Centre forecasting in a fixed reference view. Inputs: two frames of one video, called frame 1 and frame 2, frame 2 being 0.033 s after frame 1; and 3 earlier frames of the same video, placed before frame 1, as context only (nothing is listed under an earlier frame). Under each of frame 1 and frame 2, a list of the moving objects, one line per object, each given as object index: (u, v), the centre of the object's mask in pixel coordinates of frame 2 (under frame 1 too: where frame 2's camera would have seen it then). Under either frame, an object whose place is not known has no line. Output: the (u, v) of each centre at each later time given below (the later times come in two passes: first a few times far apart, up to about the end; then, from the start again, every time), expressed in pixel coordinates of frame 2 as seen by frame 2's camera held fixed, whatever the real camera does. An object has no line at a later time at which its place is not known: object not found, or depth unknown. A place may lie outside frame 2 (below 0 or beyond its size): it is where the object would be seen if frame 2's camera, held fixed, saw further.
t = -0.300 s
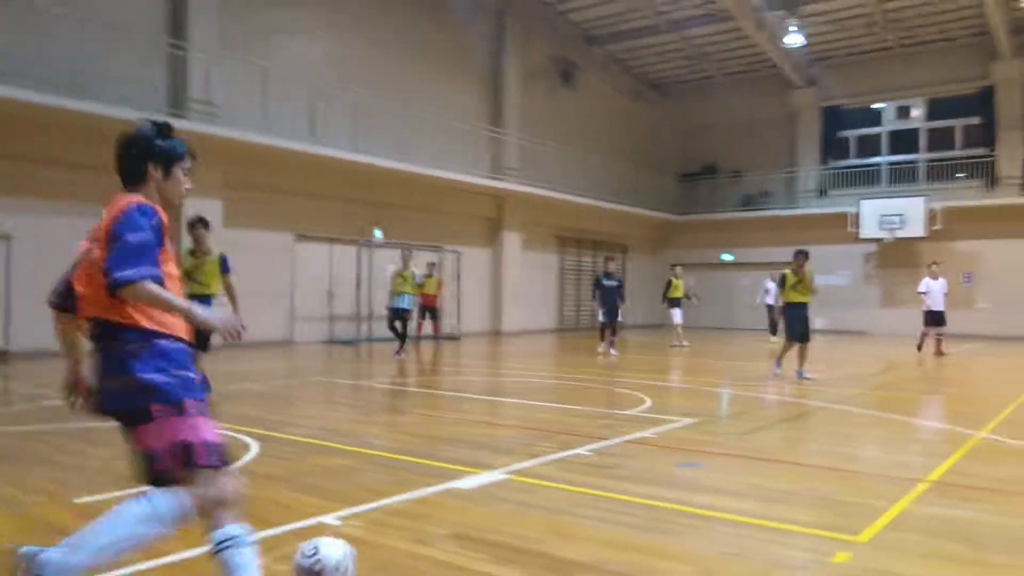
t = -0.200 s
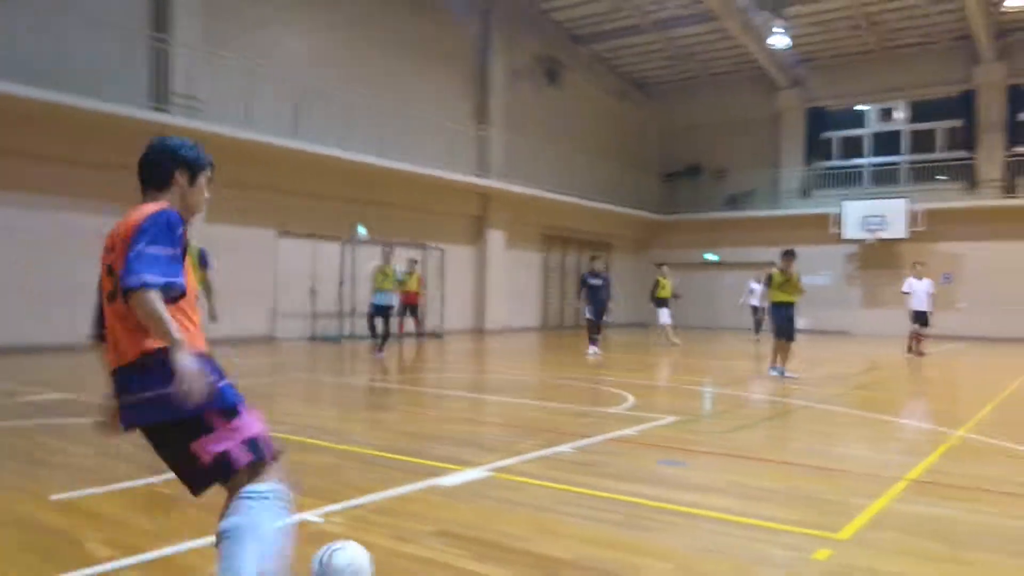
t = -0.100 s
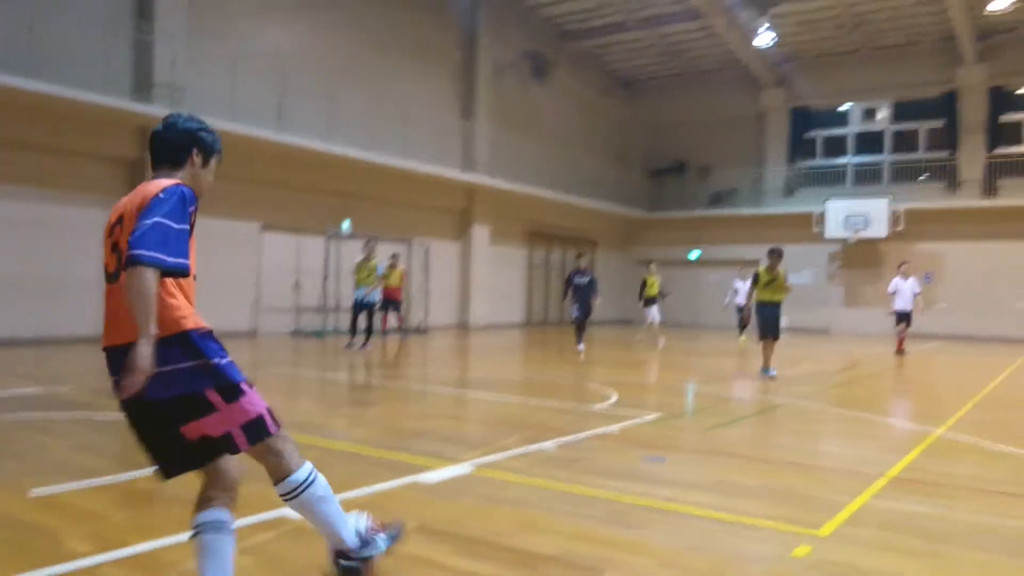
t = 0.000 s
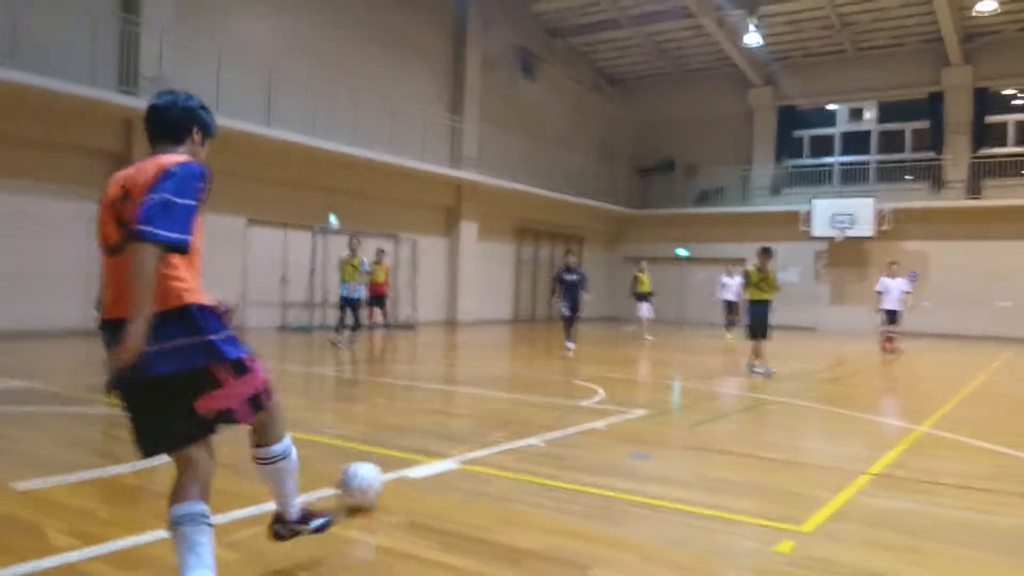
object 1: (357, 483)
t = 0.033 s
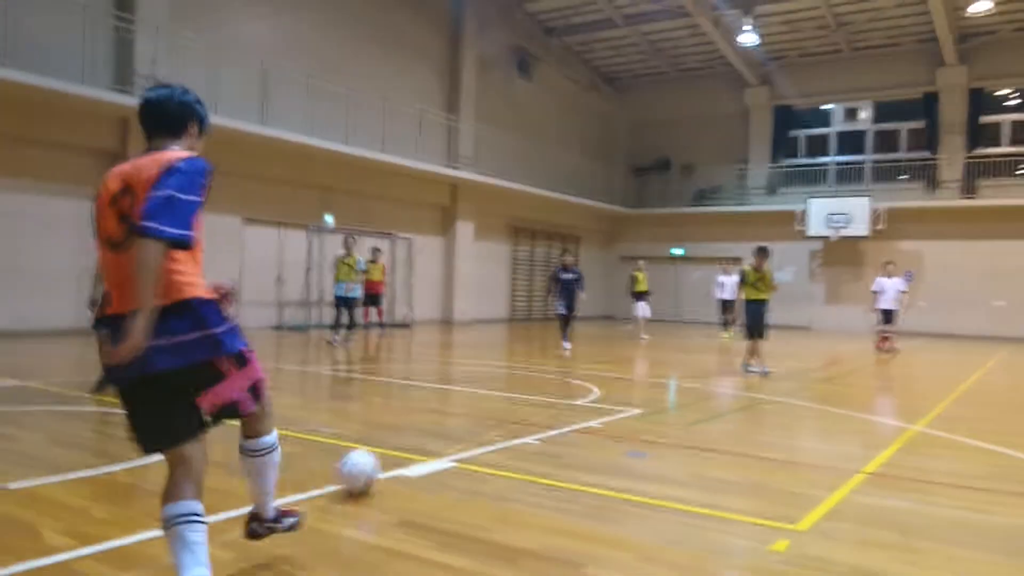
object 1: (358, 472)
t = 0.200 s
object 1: (370, 426)
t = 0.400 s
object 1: (380, 400)
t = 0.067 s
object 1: (361, 460)
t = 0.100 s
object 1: (364, 449)
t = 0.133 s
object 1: (367, 442)
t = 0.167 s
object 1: (370, 433)
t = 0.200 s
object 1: (370, 426)
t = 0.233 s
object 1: (371, 422)
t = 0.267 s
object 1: (374, 417)
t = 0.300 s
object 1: (376, 414)
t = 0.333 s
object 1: (376, 409)
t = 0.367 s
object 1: (378, 405)
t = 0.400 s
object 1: (380, 400)
